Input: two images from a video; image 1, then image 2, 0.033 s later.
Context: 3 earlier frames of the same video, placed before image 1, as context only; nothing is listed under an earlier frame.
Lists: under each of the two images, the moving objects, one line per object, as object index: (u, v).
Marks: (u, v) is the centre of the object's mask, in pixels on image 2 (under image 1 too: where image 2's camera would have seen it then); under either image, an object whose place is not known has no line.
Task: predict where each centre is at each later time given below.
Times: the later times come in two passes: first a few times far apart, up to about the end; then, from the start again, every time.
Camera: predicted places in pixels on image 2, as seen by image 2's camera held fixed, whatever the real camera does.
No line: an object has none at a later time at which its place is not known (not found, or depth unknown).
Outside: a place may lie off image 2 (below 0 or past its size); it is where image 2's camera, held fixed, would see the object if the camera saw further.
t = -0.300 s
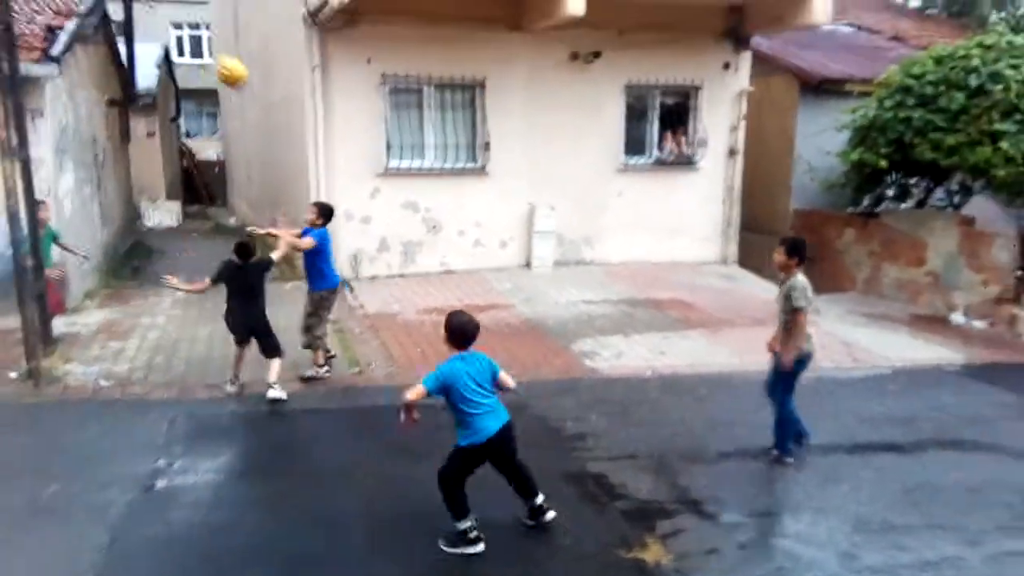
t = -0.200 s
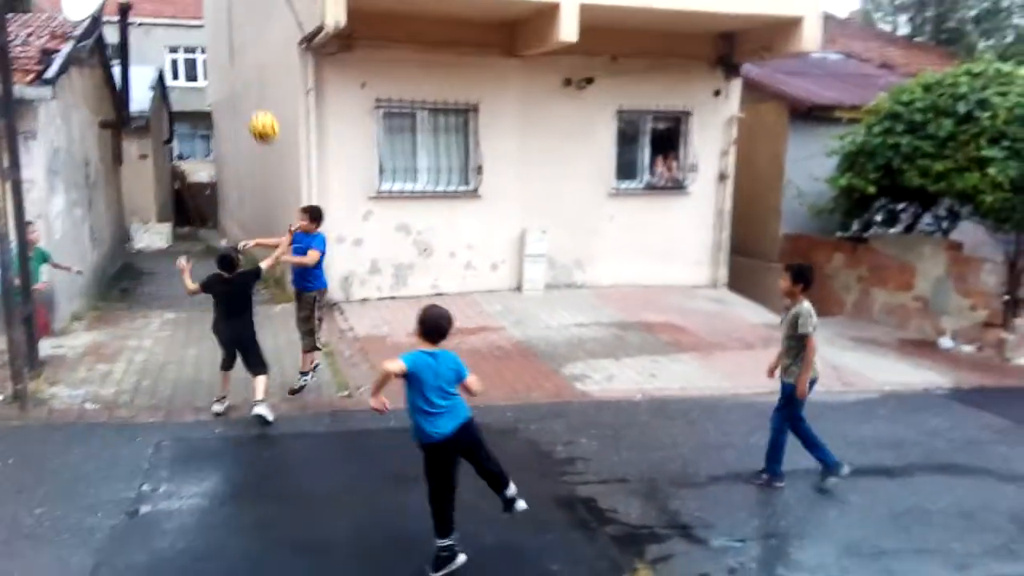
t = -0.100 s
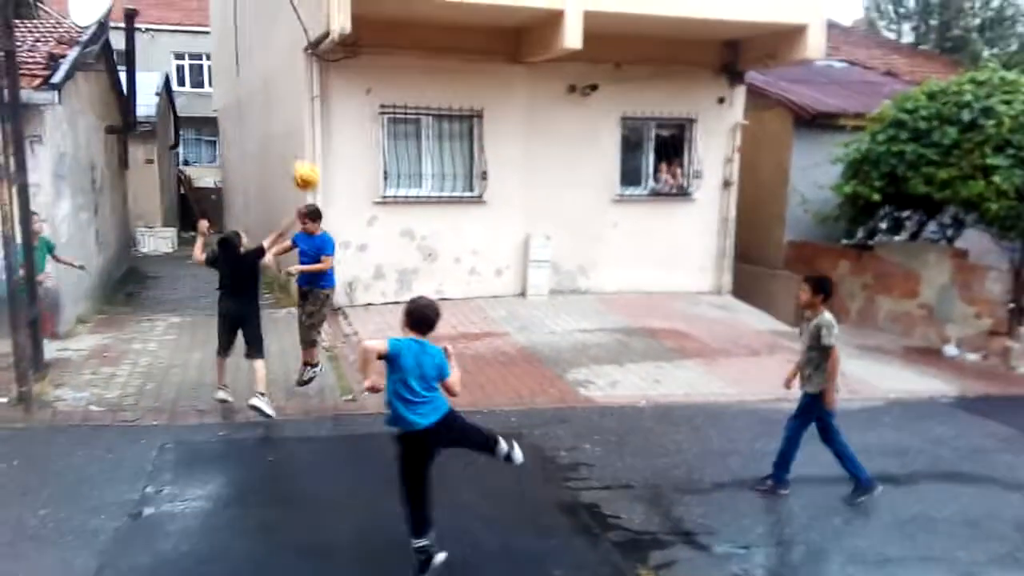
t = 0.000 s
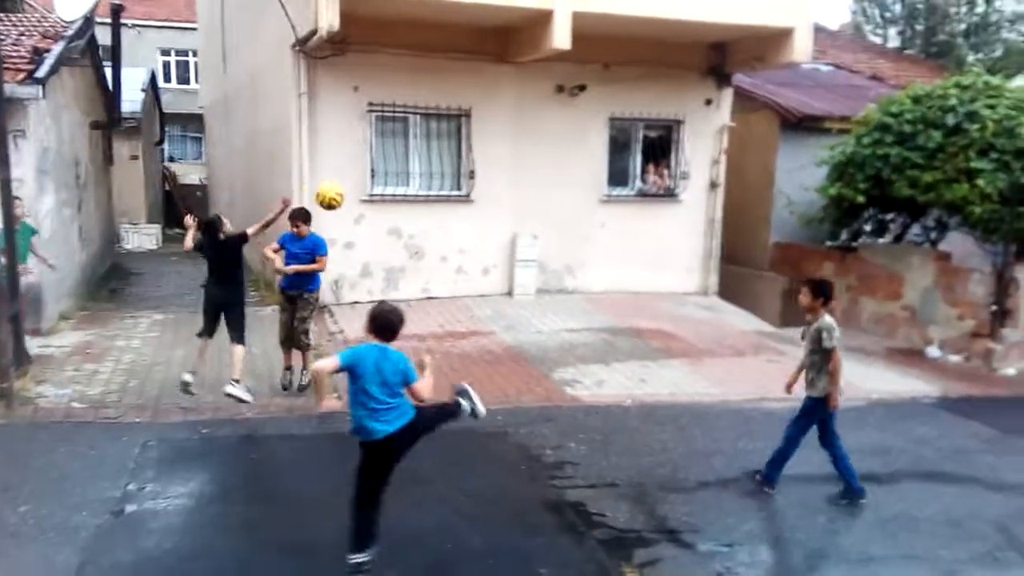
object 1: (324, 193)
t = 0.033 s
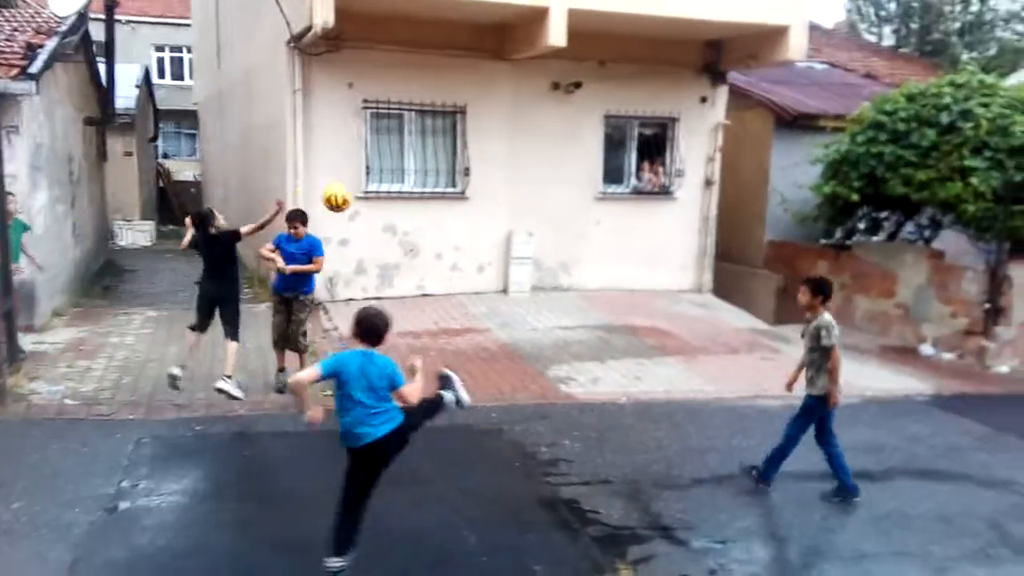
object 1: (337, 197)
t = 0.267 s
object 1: (419, 273)
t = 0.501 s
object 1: (489, 407)
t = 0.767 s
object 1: (554, 340)
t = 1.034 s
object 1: (612, 349)
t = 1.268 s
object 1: (656, 409)
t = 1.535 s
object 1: (704, 382)
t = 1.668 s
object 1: (727, 399)
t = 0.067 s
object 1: (349, 204)
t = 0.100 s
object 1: (361, 212)
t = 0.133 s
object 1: (373, 223)
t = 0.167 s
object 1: (384, 233)
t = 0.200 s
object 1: (397, 245)
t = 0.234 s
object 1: (408, 257)
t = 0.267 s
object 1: (419, 273)
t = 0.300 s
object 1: (429, 289)
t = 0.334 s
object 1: (440, 304)
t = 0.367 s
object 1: (449, 322)
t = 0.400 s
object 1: (460, 341)
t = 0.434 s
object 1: (469, 359)
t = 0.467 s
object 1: (479, 383)
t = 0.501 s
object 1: (489, 407)
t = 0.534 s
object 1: (498, 405)
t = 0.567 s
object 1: (507, 390)
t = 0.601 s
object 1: (515, 378)
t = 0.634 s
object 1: (523, 368)
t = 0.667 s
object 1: (531, 360)
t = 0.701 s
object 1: (539, 352)
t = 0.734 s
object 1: (547, 345)
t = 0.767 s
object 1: (554, 340)
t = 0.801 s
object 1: (561, 337)
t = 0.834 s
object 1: (570, 335)
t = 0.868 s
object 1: (578, 333)
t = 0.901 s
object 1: (585, 334)
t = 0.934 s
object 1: (592, 336)
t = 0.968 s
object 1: (599, 339)
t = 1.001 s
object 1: (607, 344)
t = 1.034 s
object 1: (612, 349)
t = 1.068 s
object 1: (619, 357)
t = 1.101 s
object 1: (626, 365)
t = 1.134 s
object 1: (631, 374)
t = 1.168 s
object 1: (638, 386)
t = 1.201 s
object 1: (645, 397)
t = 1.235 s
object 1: (650, 411)
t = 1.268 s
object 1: (656, 409)
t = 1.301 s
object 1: (663, 402)
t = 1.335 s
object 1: (669, 394)
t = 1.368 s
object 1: (676, 390)
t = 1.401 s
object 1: (682, 385)
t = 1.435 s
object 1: (688, 383)
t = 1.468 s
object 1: (693, 382)
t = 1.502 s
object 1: (698, 382)
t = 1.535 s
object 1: (704, 382)
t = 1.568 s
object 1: (710, 384)
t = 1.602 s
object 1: (716, 387)
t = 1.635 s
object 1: (721, 393)
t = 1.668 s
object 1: (727, 399)
